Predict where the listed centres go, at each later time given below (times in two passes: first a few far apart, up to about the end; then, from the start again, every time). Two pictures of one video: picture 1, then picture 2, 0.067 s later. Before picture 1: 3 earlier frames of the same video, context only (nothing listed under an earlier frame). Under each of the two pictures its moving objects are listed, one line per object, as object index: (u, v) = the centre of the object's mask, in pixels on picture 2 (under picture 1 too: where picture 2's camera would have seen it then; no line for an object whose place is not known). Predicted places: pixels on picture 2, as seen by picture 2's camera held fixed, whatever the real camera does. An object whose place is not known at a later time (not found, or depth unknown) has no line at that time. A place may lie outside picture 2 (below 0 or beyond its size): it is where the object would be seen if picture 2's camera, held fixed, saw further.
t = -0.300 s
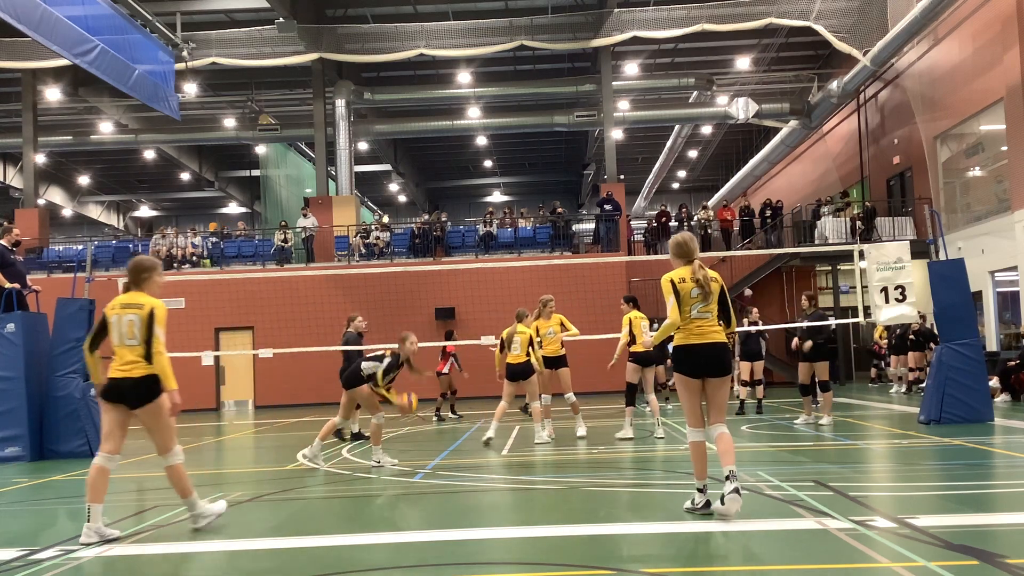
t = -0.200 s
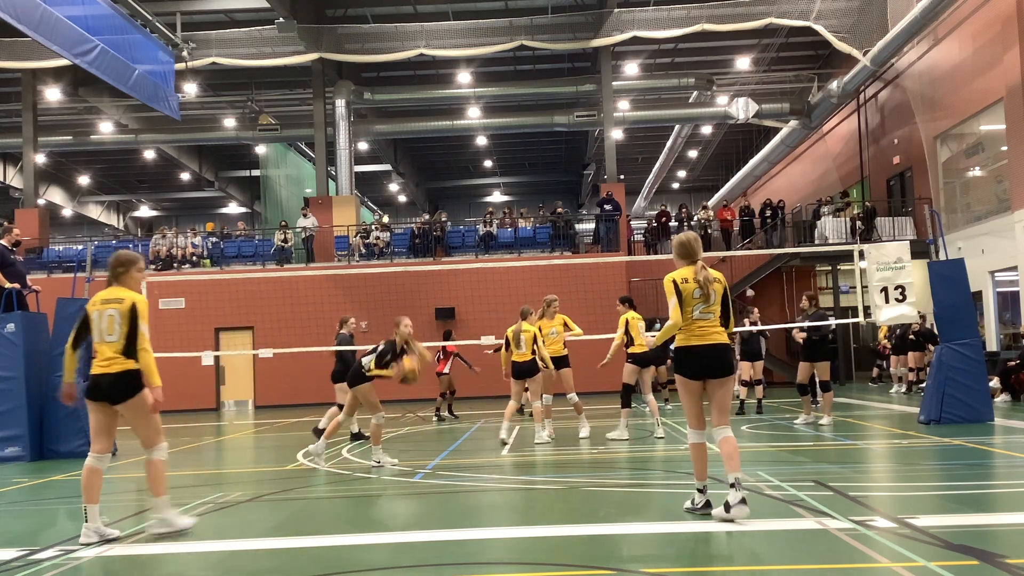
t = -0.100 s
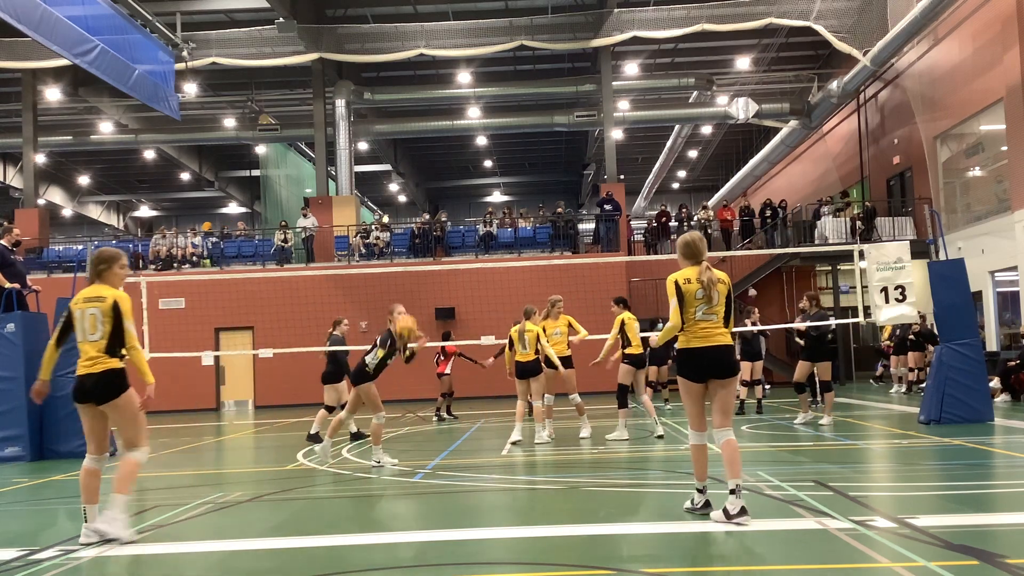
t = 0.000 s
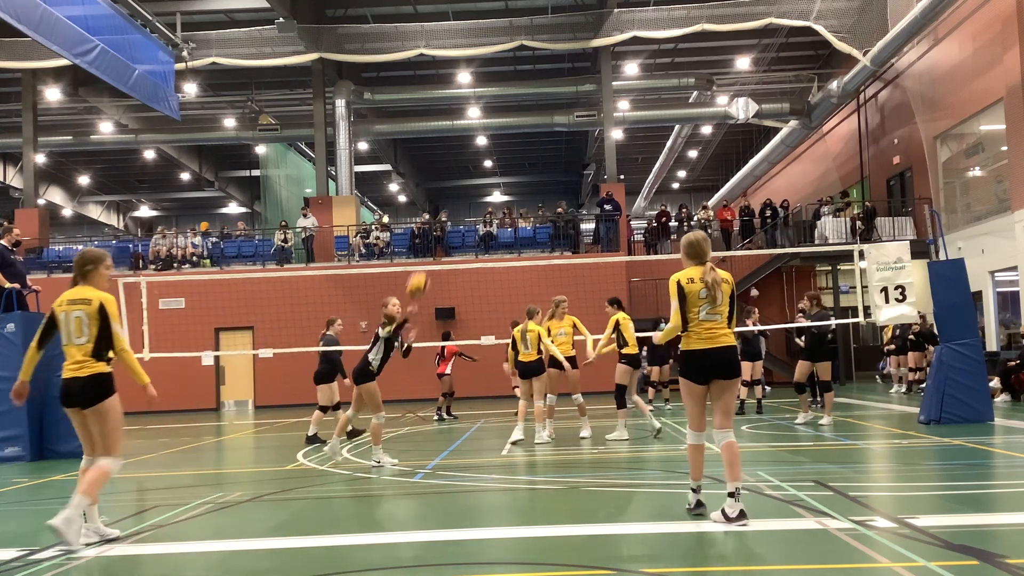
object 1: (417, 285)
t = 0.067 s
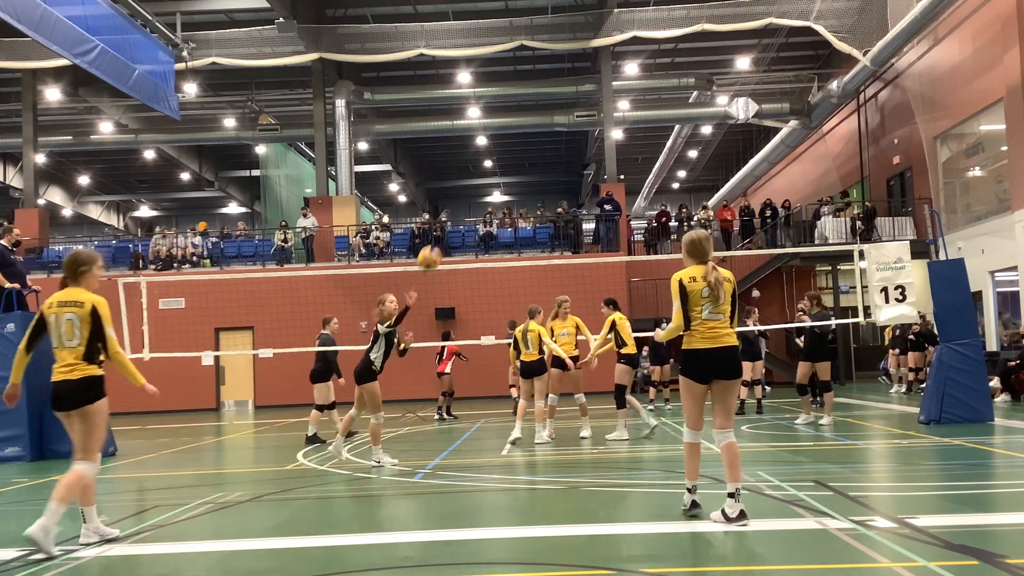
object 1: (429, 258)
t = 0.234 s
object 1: (460, 212)
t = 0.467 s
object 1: (514, 193)
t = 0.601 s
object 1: (549, 214)
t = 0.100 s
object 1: (434, 248)
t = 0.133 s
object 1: (440, 239)
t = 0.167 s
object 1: (446, 228)
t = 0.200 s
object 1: (453, 220)
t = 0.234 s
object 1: (460, 212)
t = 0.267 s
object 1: (466, 206)
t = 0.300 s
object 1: (473, 201)
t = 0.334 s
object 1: (480, 197)
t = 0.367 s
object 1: (488, 195)
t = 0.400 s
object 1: (497, 193)
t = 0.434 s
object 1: (505, 193)
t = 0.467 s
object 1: (514, 193)
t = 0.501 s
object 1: (521, 196)
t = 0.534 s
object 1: (529, 199)
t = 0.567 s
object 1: (540, 206)
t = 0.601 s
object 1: (549, 214)
